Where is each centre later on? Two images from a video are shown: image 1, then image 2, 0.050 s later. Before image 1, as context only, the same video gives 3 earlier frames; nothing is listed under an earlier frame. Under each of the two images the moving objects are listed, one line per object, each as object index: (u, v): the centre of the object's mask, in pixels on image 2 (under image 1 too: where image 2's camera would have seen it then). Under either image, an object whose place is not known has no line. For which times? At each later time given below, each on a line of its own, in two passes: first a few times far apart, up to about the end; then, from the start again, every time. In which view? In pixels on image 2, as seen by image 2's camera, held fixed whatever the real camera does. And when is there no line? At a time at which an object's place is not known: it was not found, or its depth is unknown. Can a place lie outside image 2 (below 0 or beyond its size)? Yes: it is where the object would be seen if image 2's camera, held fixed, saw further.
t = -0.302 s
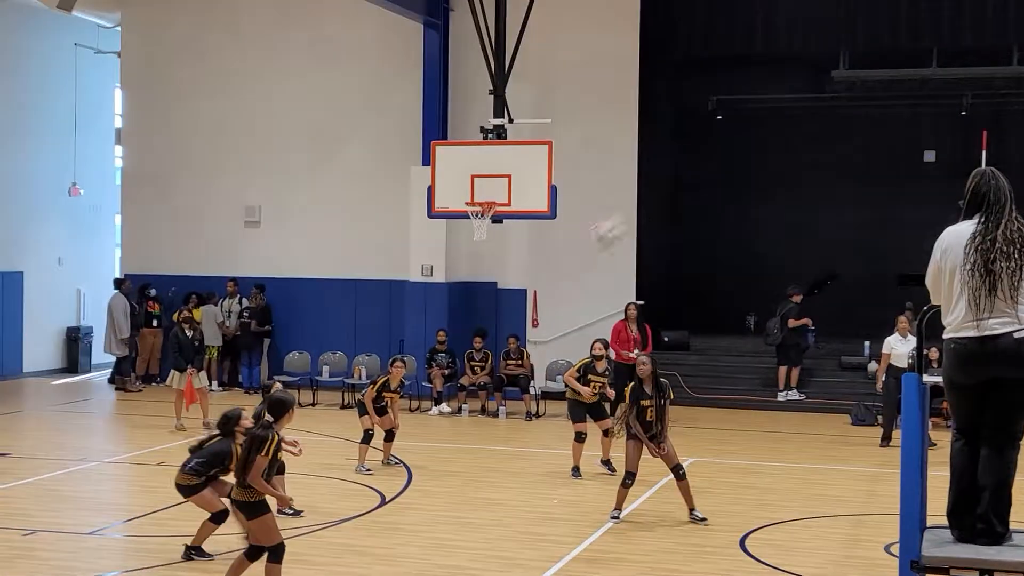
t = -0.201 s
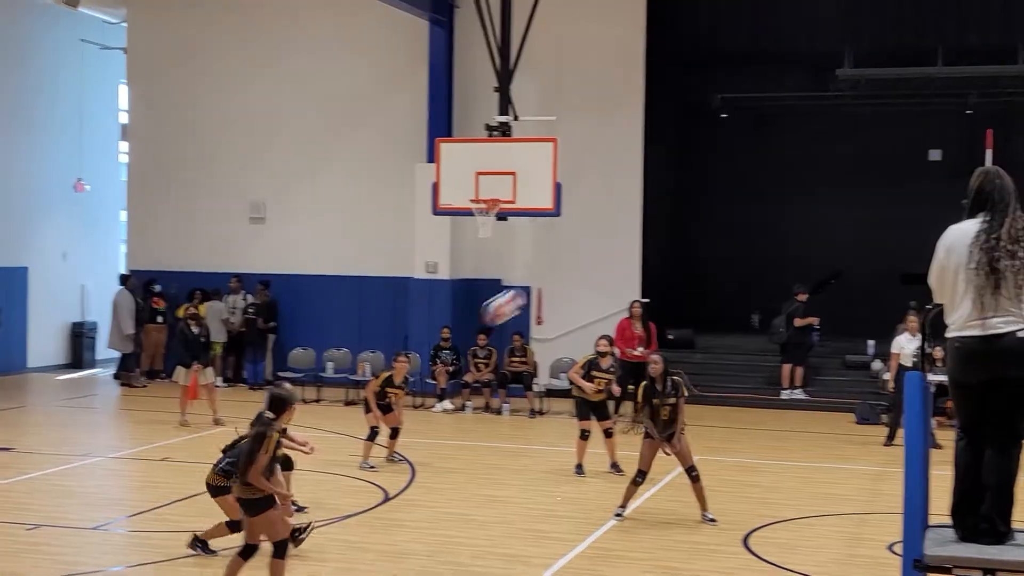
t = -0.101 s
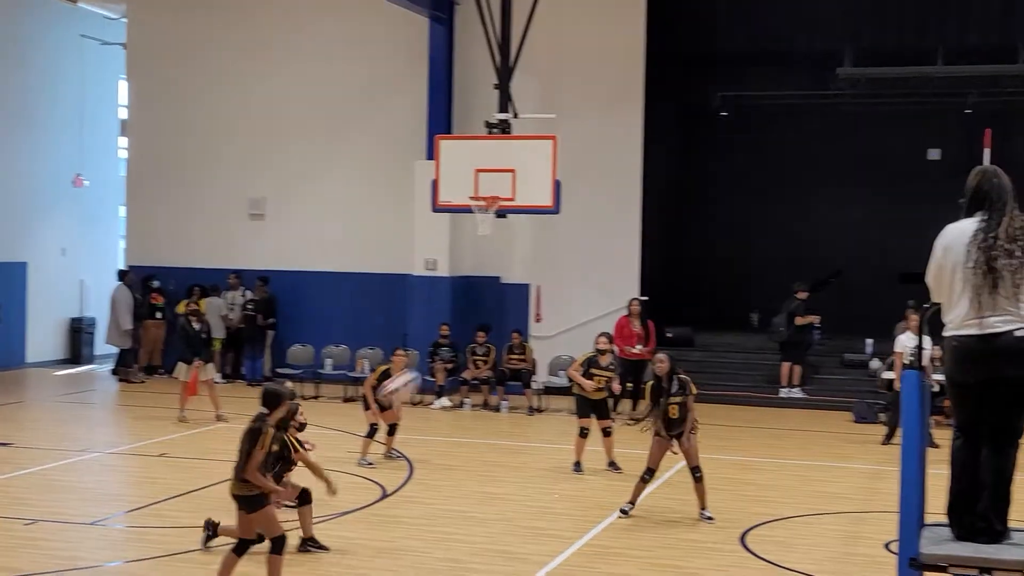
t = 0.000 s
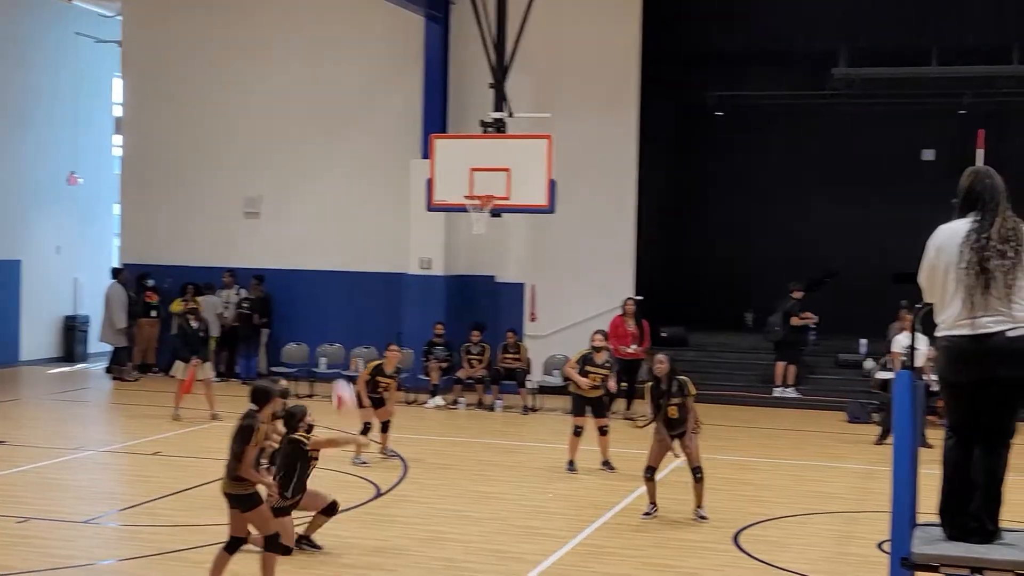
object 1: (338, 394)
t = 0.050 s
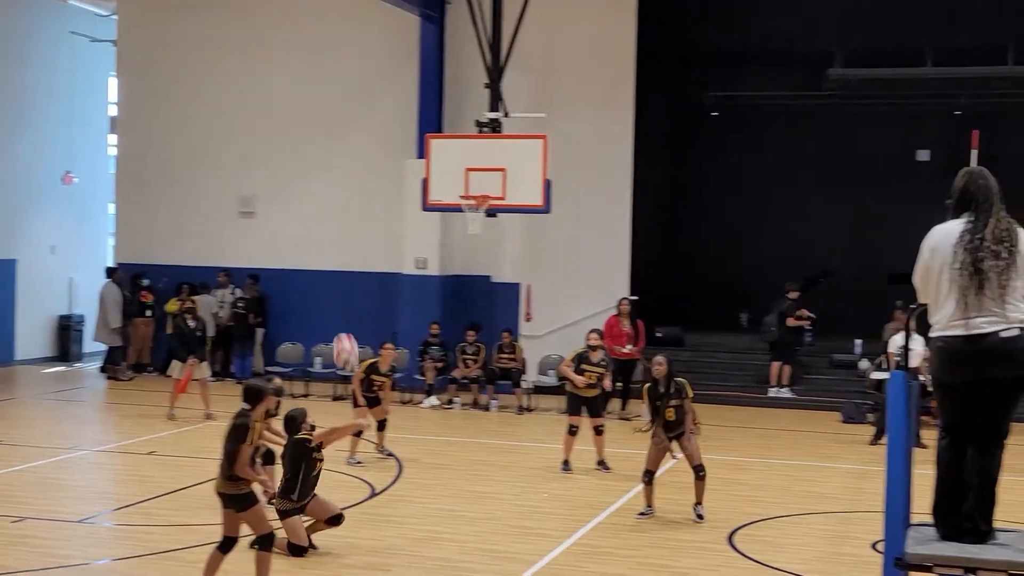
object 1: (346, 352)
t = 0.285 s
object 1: (374, 194)
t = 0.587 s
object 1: (400, 108)
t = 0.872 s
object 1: (414, 121)
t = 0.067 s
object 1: (348, 337)
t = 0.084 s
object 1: (351, 323)
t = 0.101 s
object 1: (353, 310)
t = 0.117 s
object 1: (356, 297)
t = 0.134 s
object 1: (358, 285)
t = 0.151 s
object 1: (360, 275)
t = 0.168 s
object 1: (361, 263)
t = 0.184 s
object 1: (365, 248)
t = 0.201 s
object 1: (366, 238)
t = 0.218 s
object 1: (368, 228)
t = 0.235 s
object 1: (370, 219)
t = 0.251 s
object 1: (371, 210)
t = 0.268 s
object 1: (374, 201)
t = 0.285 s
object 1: (374, 194)
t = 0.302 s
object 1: (377, 186)
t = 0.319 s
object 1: (379, 178)
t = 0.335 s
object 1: (381, 172)
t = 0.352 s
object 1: (382, 164)
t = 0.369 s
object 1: (384, 159)
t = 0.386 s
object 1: (385, 152)
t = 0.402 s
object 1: (387, 147)
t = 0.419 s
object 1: (388, 142)
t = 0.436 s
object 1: (389, 136)
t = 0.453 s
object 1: (390, 132)
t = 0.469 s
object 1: (392, 127)
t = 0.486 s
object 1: (393, 125)
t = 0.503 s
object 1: (395, 121)
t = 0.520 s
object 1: (395, 118)
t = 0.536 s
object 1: (396, 115)
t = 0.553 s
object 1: (398, 112)
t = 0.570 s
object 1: (399, 110)
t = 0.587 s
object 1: (400, 108)
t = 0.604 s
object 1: (401, 107)
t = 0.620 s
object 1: (401, 105)
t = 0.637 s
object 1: (402, 104)
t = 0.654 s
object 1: (403, 104)
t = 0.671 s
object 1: (404, 103)
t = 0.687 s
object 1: (405, 104)
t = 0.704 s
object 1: (406, 104)
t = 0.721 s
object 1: (407, 104)
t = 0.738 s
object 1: (408, 105)
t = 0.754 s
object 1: (408, 106)
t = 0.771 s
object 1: (410, 107)
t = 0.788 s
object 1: (410, 109)
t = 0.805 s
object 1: (412, 111)
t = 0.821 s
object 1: (412, 113)
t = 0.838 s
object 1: (414, 115)
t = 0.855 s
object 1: (413, 118)
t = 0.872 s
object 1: (414, 121)
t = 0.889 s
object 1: (415, 124)
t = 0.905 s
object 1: (416, 128)
